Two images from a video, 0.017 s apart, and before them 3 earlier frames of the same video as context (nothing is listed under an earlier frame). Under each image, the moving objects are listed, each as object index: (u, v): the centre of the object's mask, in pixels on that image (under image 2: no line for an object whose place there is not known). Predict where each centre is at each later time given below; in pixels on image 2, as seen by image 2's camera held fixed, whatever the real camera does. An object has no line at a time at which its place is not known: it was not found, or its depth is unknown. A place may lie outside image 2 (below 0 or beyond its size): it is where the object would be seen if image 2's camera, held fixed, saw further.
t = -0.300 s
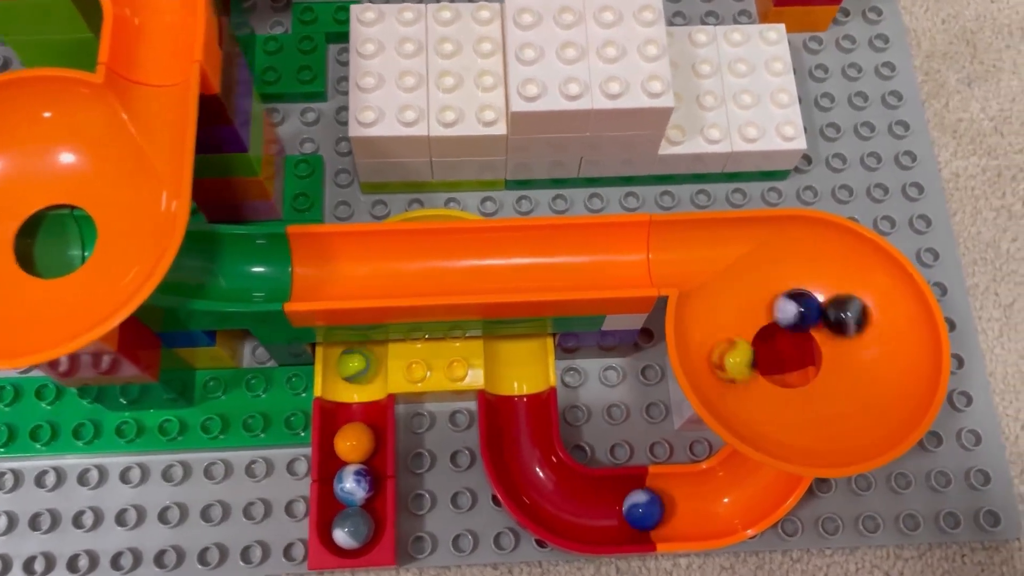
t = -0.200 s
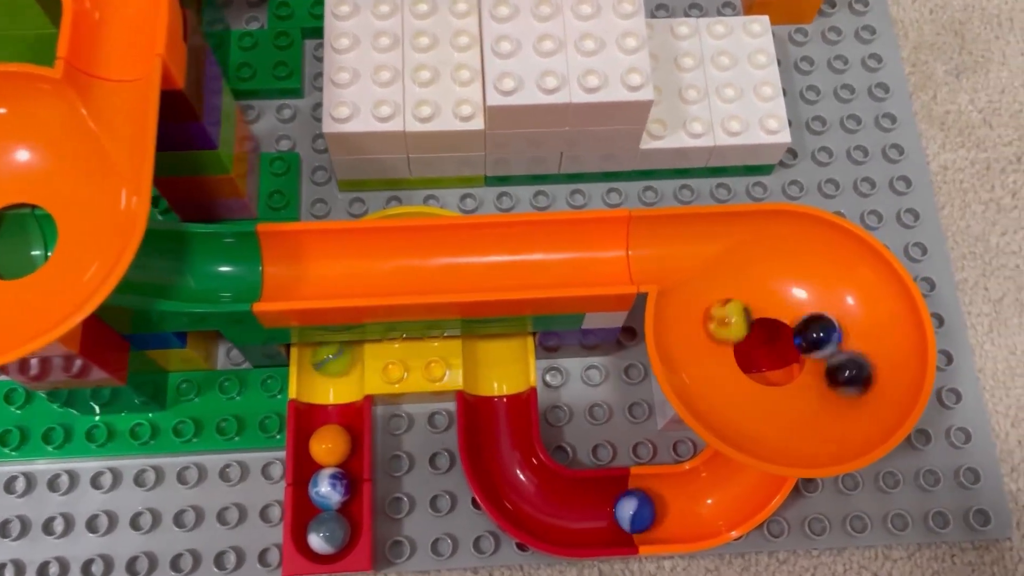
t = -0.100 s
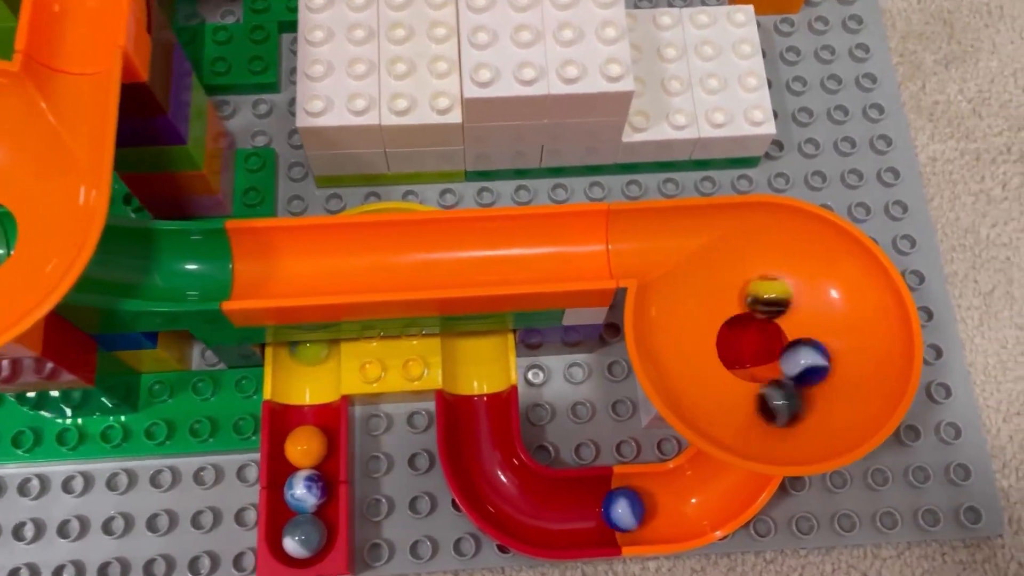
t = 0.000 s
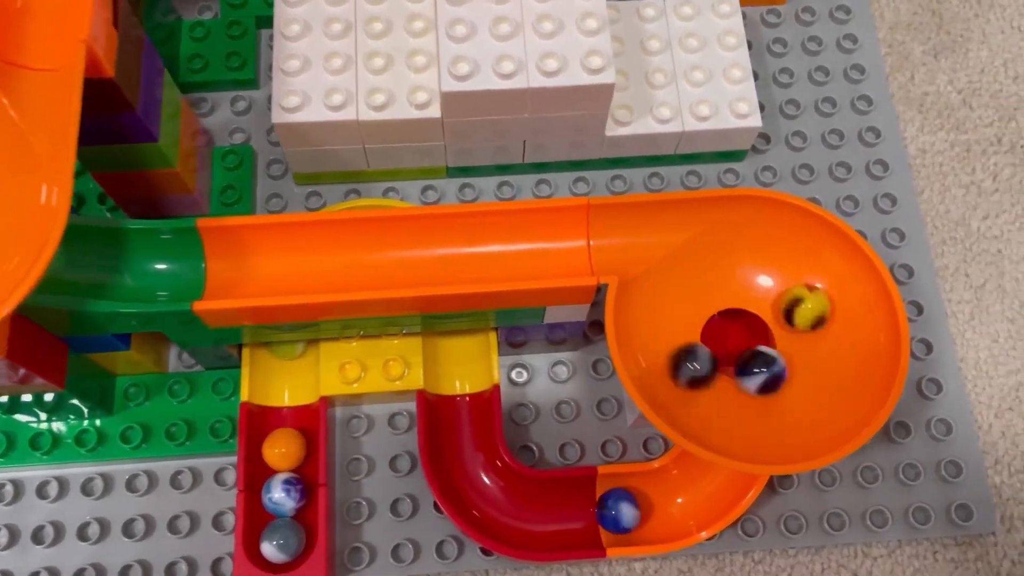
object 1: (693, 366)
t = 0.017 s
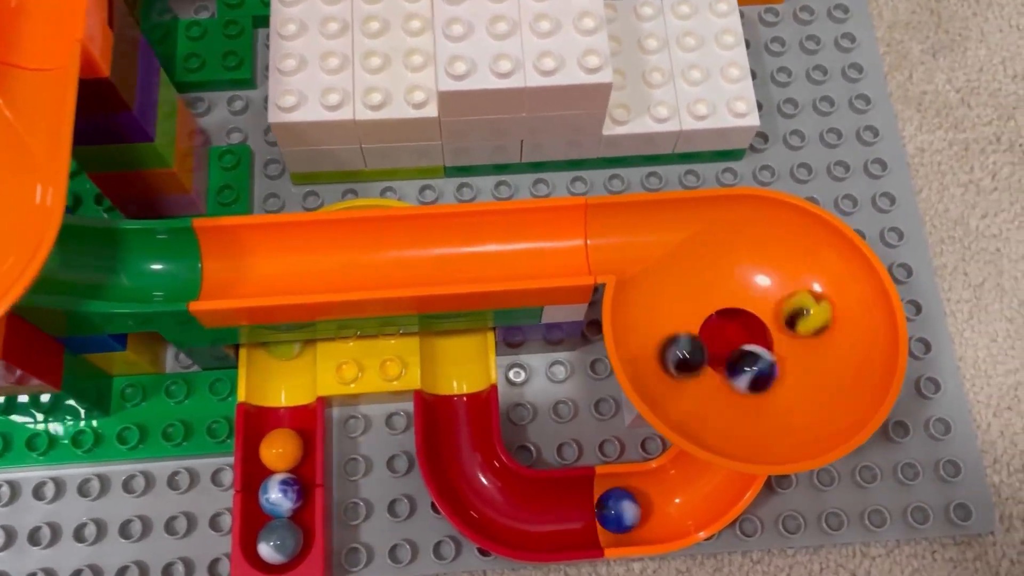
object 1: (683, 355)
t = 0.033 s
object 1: (677, 343)
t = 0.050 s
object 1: (673, 332)
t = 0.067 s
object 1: (671, 321)
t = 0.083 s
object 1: (672, 311)
